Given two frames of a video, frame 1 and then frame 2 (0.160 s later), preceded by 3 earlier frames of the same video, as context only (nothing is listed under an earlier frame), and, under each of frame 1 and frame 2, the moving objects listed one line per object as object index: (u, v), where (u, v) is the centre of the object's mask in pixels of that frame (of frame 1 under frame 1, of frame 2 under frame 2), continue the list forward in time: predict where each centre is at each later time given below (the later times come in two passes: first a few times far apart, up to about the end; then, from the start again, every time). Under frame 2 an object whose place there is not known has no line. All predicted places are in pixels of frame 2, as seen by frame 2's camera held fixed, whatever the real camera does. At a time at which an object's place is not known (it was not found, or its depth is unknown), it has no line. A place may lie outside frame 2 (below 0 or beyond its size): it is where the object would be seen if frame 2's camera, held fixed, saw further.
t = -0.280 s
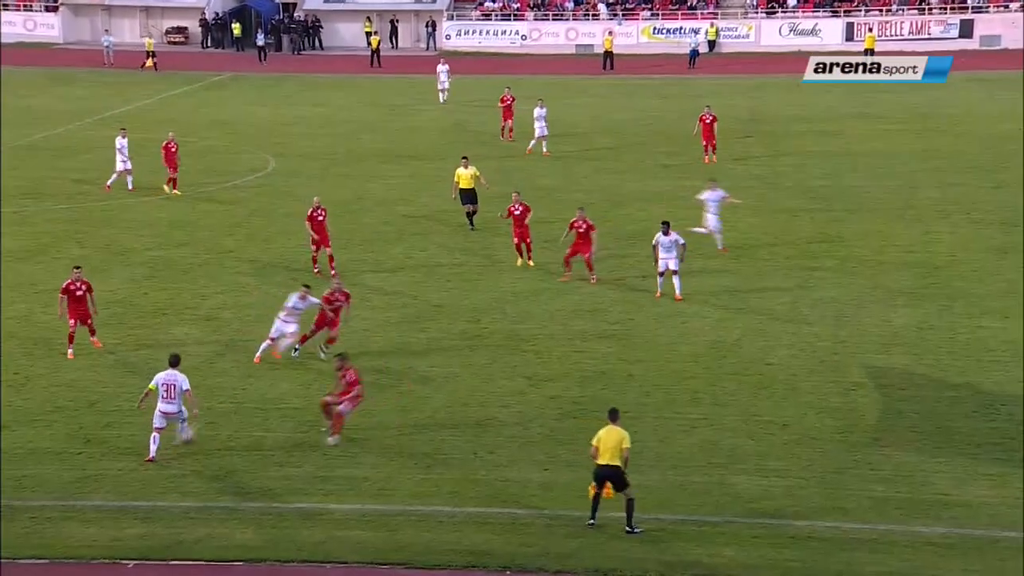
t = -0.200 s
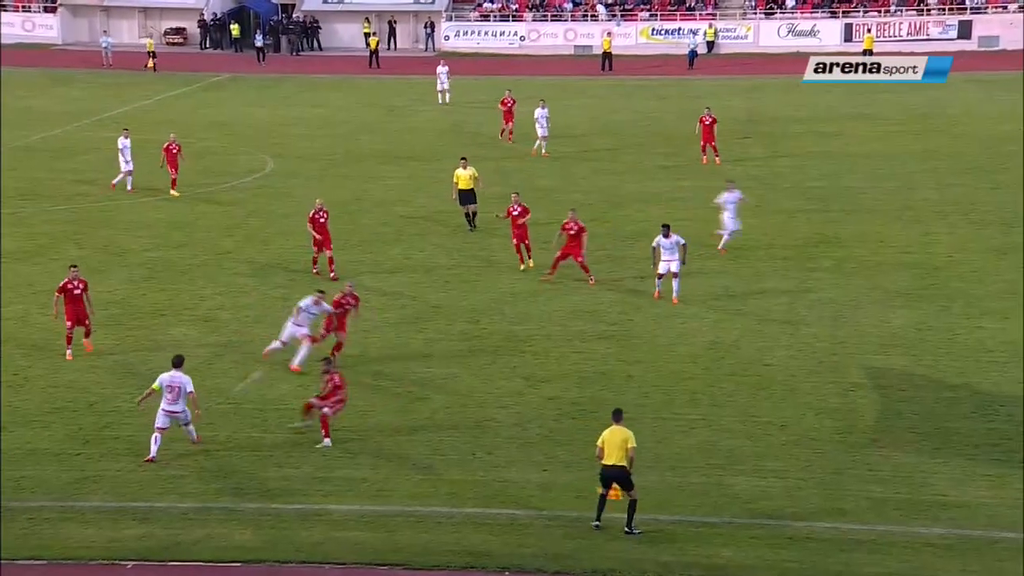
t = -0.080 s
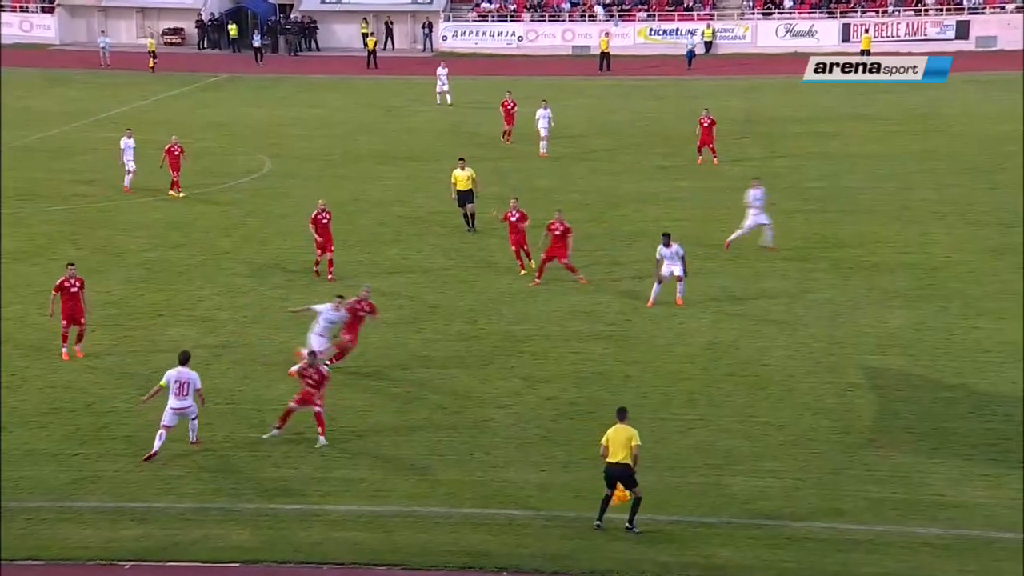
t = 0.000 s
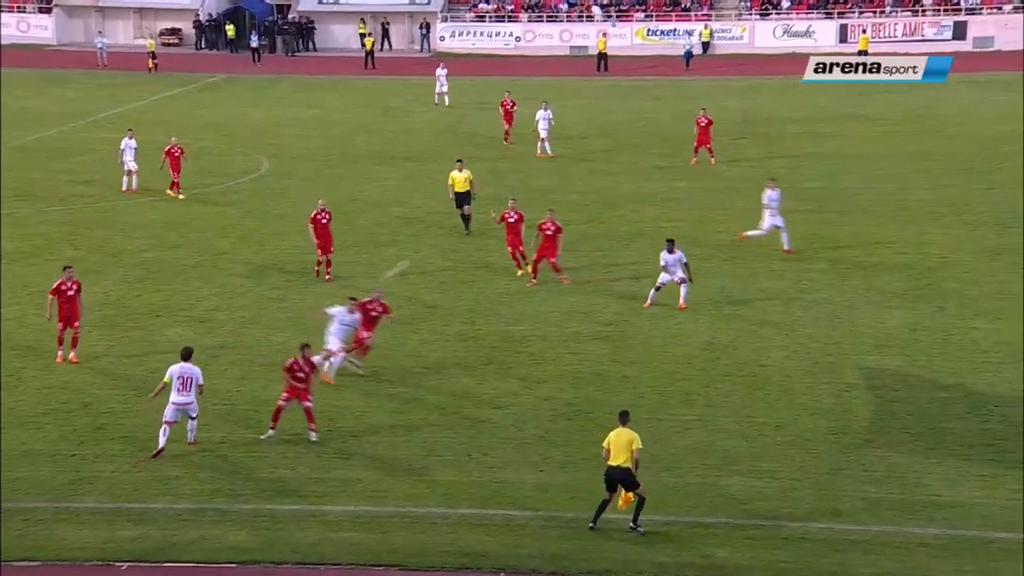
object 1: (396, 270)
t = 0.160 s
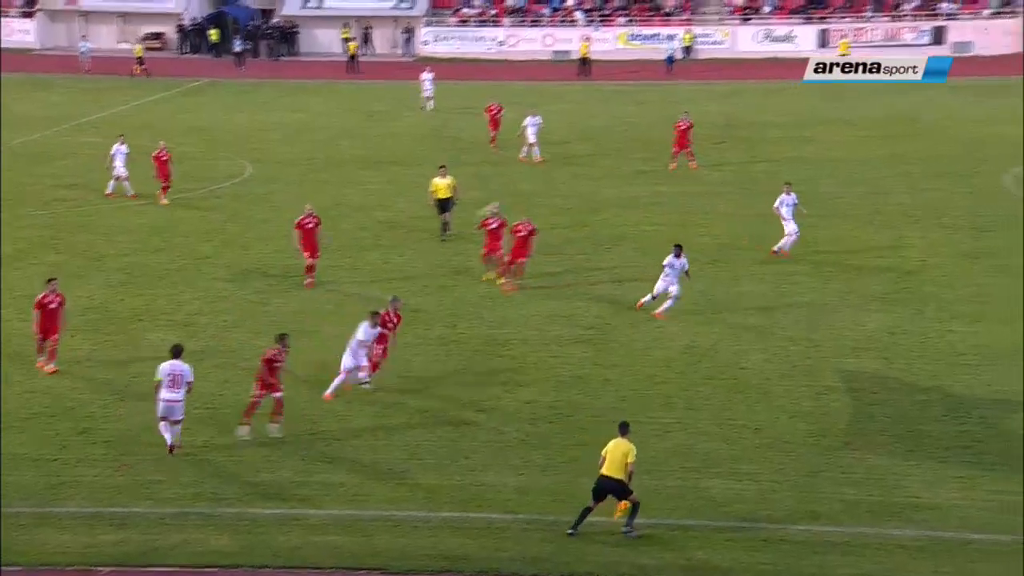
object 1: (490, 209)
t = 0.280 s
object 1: (569, 172)
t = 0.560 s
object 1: (742, 125)
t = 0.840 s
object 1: (906, 122)
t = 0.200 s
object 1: (514, 197)
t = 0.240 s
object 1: (541, 185)
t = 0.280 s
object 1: (569, 172)
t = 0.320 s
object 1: (593, 164)
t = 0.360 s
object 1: (618, 154)
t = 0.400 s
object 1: (643, 147)
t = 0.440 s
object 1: (669, 139)
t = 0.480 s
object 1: (693, 133)
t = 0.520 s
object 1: (718, 129)
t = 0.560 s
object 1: (742, 125)
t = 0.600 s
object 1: (766, 121)
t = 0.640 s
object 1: (790, 119)
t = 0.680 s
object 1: (813, 118)
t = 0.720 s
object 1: (837, 118)
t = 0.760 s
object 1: (858, 119)
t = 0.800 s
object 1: (882, 120)
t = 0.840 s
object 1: (906, 122)
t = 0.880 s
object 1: (931, 125)
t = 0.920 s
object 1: (954, 129)
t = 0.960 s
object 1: (978, 134)
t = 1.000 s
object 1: (1001, 140)
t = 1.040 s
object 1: (1024, 147)
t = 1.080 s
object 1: (1048, 155)
